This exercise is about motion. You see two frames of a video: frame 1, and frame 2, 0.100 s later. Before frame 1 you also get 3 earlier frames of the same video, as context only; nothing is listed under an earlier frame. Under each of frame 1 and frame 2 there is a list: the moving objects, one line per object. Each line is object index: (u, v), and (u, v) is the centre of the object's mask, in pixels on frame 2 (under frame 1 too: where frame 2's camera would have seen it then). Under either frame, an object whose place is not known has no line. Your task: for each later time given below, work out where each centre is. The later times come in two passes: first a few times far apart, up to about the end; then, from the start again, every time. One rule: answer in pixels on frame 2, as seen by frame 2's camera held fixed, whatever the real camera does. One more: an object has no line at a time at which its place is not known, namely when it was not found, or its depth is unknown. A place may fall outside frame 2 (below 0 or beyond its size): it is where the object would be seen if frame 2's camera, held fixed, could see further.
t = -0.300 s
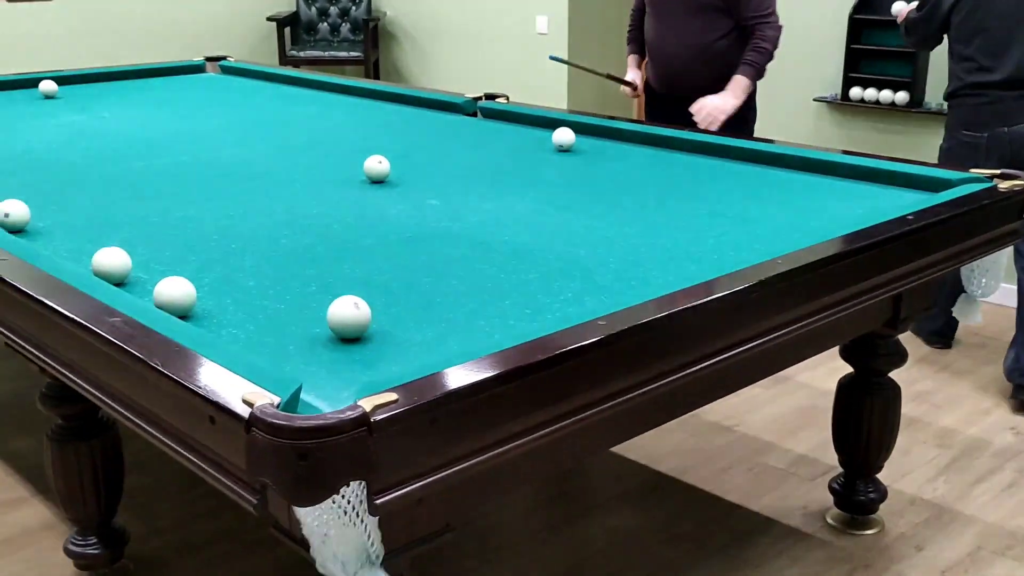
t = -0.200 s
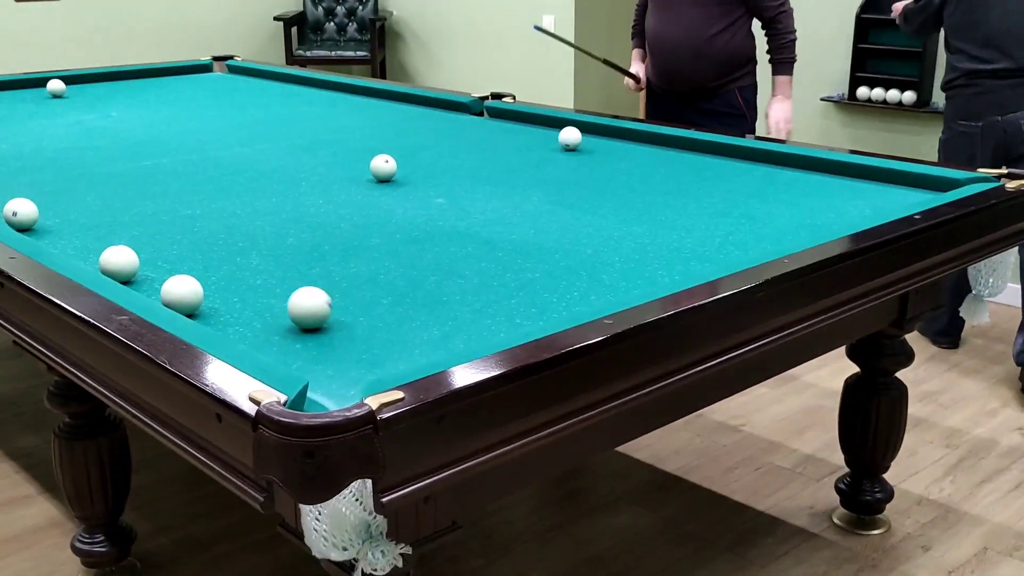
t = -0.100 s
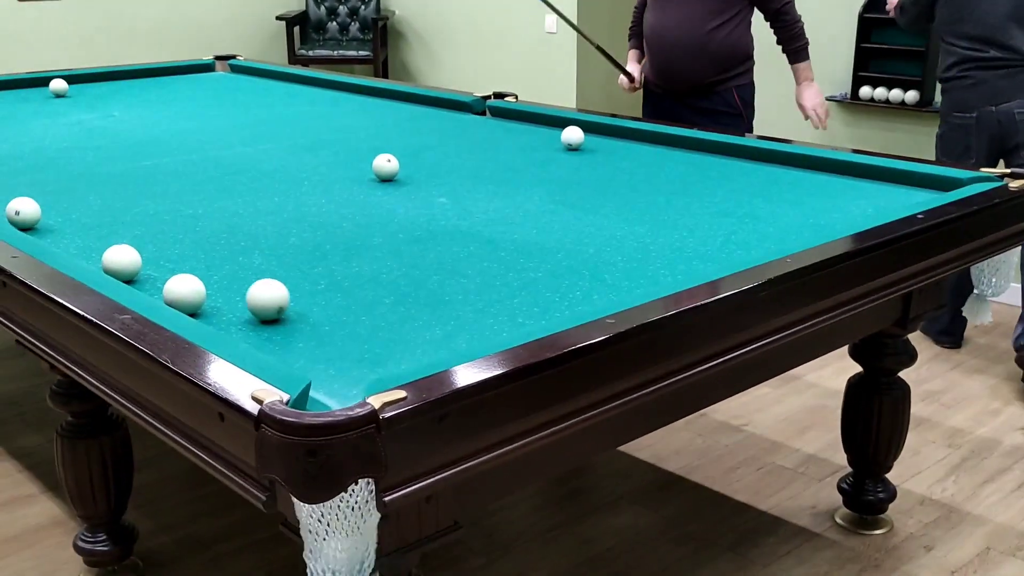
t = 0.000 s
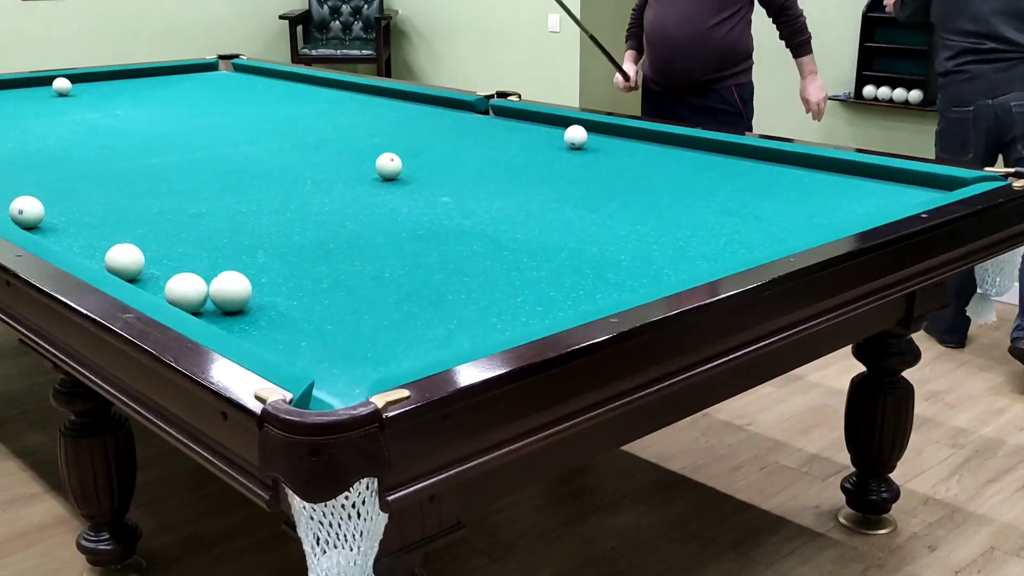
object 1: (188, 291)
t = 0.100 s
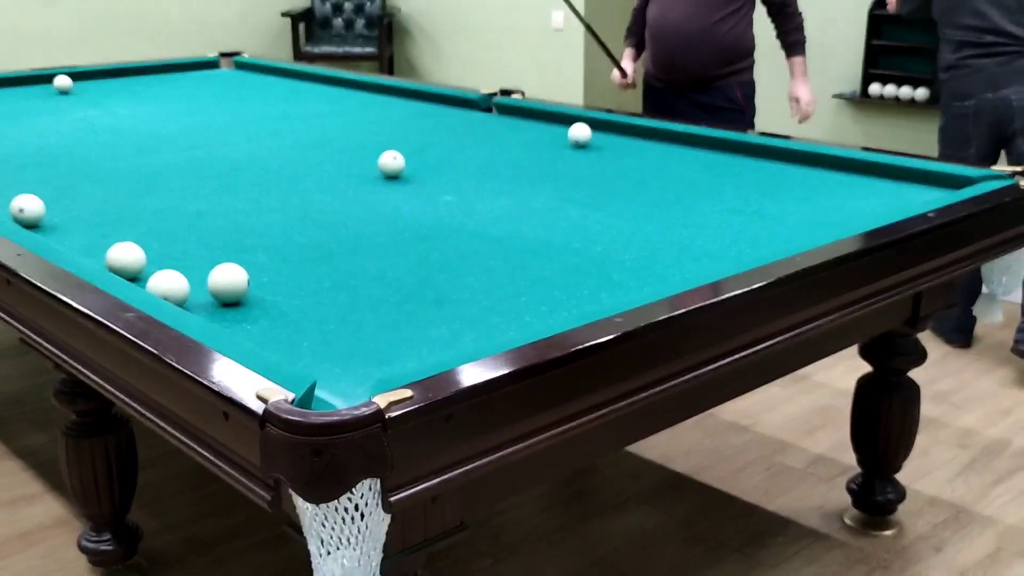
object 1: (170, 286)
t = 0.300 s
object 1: (178, 279)
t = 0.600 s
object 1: (194, 265)
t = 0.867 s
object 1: (207, 253)
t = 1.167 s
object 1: (220, 242)
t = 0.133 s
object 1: (171, 285)
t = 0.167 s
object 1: (172, 284)
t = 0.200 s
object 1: (173, 282)
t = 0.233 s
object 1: (175, 282)
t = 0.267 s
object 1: (176, 281)
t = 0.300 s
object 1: (178, 279)
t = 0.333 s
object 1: (180, 277)
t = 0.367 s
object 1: (182, 276)
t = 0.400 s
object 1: (184, 274)
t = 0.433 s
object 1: (186, 272)
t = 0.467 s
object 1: (187, 271)
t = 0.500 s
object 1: (189, 269)
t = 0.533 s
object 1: (191, 268)
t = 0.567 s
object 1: (193, 266)
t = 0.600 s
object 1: (194, 265)
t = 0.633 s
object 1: (196, 264)
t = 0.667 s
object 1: (198, 262)
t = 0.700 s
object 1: (199, 261)
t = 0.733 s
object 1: (201, 259)
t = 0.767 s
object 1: (203, 258)
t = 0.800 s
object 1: (204, 256)
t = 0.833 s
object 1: (205, 255)
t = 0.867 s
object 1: (207, 253)
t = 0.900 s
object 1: (208, 252)
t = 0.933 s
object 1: (210, 251)
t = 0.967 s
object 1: (211, 250)
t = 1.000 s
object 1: (213, 248)
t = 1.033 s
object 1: (214, 247)
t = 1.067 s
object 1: (216, 246)
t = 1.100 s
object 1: (217, 245)
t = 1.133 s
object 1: (218, 244)
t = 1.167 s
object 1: (220, 242)
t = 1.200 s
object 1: (221, 241)
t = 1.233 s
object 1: (222, 240)
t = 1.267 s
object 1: (224, 239)
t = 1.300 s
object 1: (225, 238)
